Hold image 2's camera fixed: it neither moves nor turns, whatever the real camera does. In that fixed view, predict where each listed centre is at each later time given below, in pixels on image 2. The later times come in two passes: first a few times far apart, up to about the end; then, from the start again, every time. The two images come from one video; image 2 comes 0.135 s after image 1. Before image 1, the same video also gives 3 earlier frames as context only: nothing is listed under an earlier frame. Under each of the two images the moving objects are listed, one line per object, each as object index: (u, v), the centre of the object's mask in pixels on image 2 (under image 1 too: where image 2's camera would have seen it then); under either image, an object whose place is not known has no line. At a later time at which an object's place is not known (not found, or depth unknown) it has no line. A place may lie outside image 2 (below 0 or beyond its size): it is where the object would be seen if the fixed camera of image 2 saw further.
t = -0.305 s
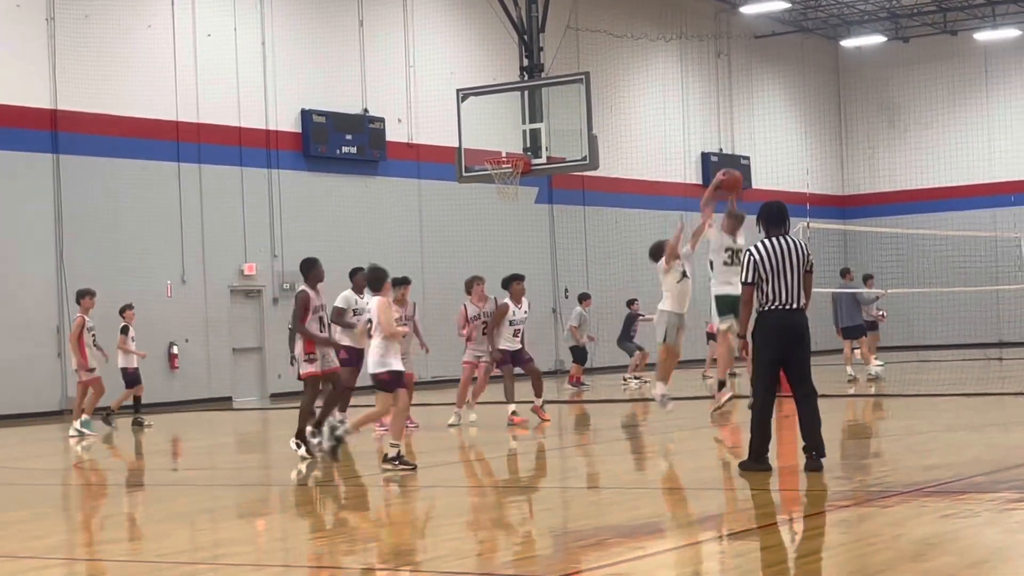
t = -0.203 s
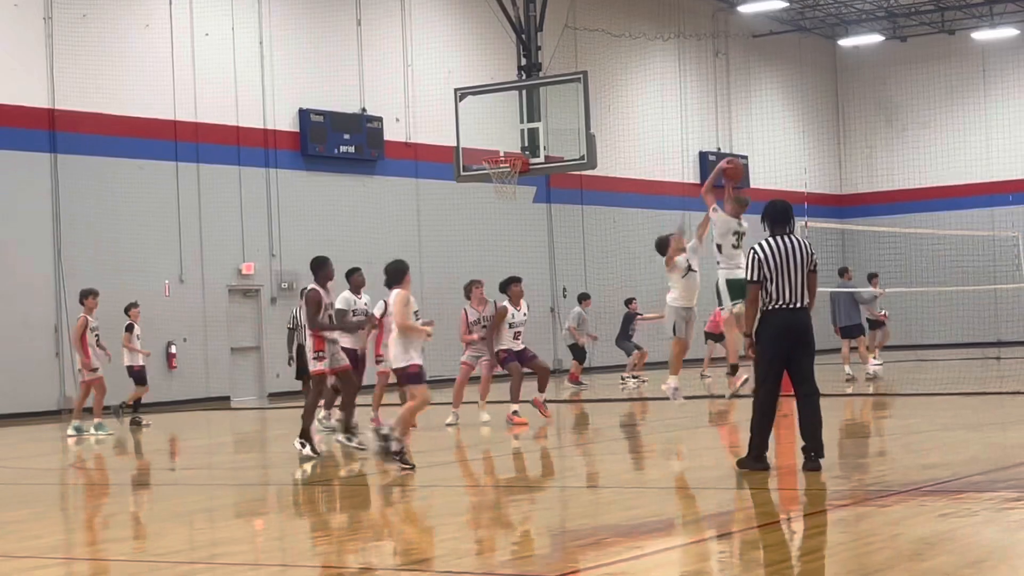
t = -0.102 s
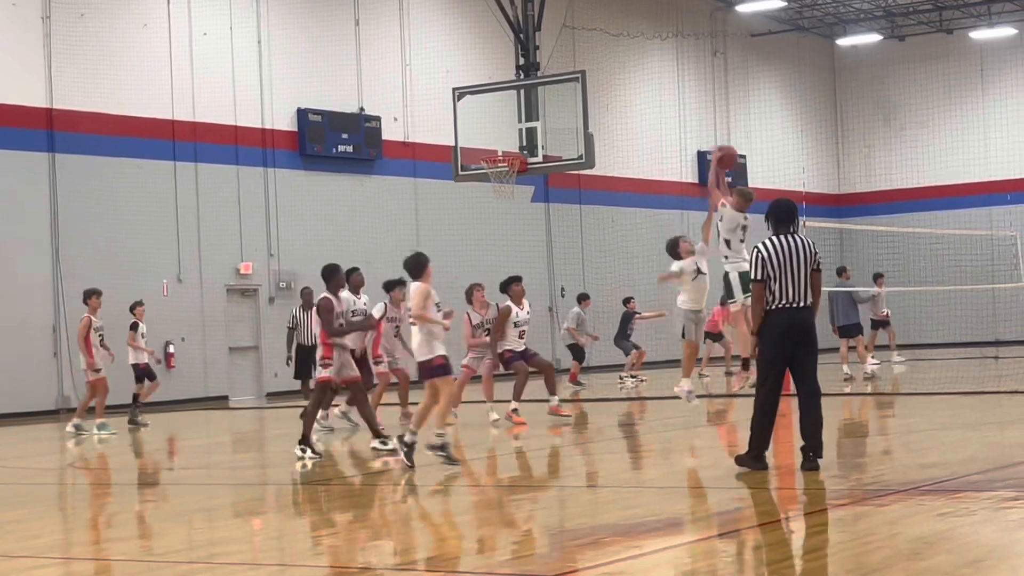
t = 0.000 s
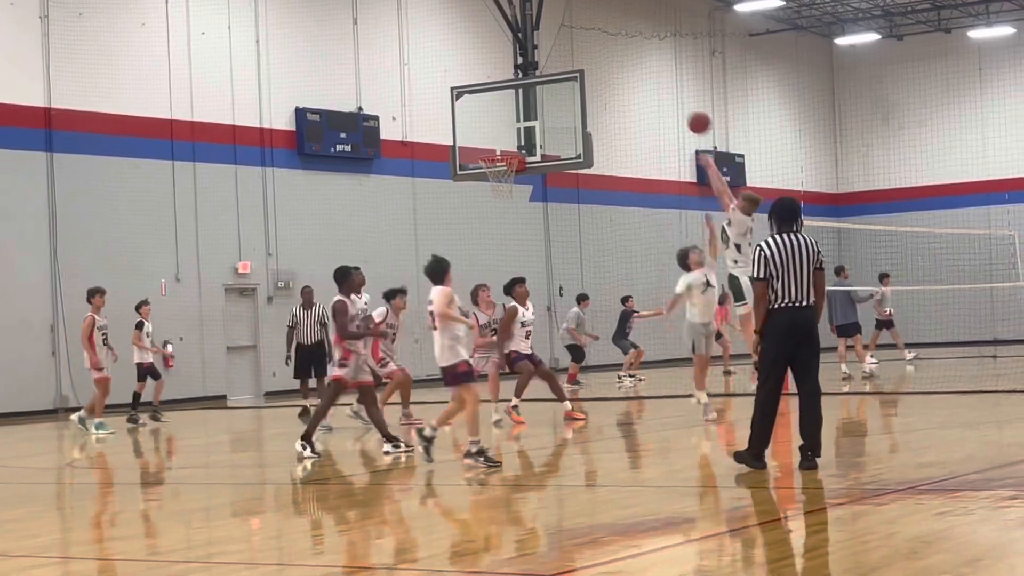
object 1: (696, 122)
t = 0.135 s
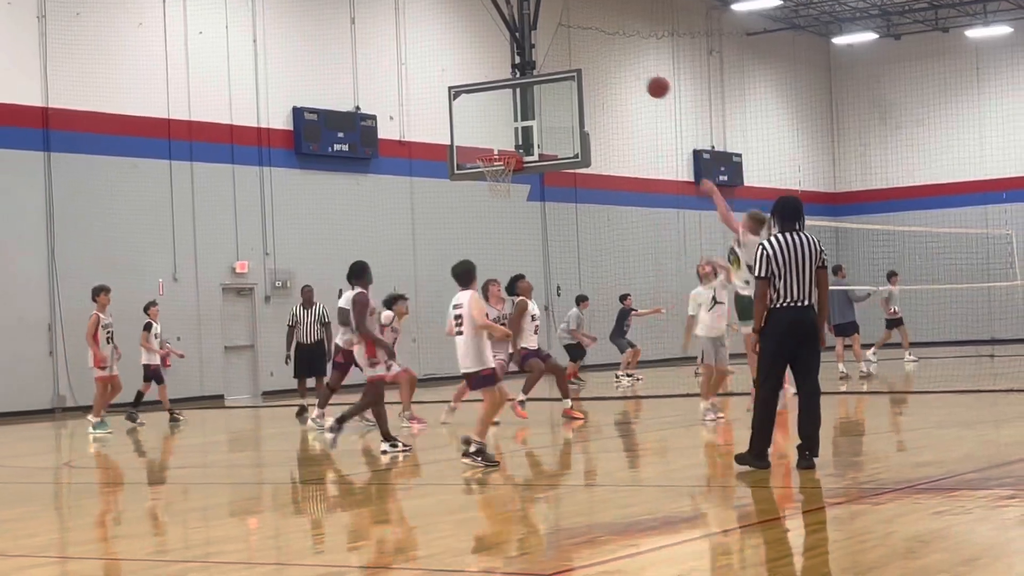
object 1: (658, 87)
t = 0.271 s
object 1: (621, 69)
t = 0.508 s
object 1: (563, 77)
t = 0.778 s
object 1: (505, 141)
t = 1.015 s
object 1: (508, 144)
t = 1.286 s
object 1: (512, 144)
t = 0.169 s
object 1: (648, 81)
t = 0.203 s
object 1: (639, 76)
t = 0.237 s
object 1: (630, 72)
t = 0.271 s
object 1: (621, 69)
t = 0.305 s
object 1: (613, 67)
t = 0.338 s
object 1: (604, 67)
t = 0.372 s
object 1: (596, 67)
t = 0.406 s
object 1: (588, 68)
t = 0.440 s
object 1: (580, 70)
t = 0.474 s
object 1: (571, 73)
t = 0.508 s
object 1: (563, 77)
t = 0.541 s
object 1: (556, 82)
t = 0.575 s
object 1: (549, 89)
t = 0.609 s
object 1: (540, 95)
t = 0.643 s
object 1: (533, 102)
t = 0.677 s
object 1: (527, 111)
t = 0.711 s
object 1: (519, 121)
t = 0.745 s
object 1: (512, 130)
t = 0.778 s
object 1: (505, 141)
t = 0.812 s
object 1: (498, 149)
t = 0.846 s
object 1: (494, 150)
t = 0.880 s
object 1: (488, 151)
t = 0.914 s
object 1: (493, 148)
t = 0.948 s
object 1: (501, 147)
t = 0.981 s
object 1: (508, 147)
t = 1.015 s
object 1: (508, 144)
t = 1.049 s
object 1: (509, 141)
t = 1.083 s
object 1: (509, 139)
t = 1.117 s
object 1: (510, 138)
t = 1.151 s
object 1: (510, 138)
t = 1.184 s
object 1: (511, 138)
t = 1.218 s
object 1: (511, 140)
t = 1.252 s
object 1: (512, 142)
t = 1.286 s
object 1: (512, 144)
